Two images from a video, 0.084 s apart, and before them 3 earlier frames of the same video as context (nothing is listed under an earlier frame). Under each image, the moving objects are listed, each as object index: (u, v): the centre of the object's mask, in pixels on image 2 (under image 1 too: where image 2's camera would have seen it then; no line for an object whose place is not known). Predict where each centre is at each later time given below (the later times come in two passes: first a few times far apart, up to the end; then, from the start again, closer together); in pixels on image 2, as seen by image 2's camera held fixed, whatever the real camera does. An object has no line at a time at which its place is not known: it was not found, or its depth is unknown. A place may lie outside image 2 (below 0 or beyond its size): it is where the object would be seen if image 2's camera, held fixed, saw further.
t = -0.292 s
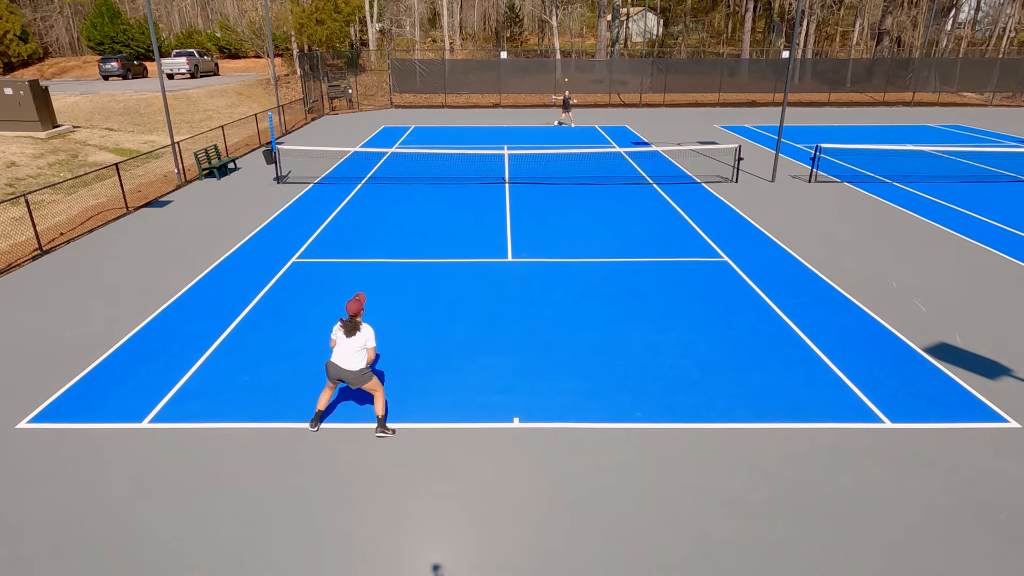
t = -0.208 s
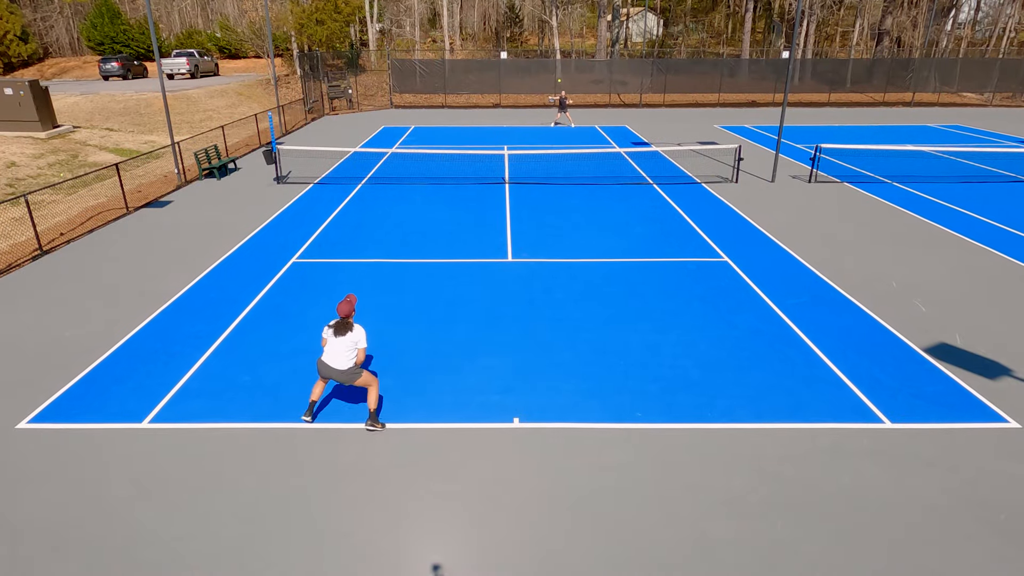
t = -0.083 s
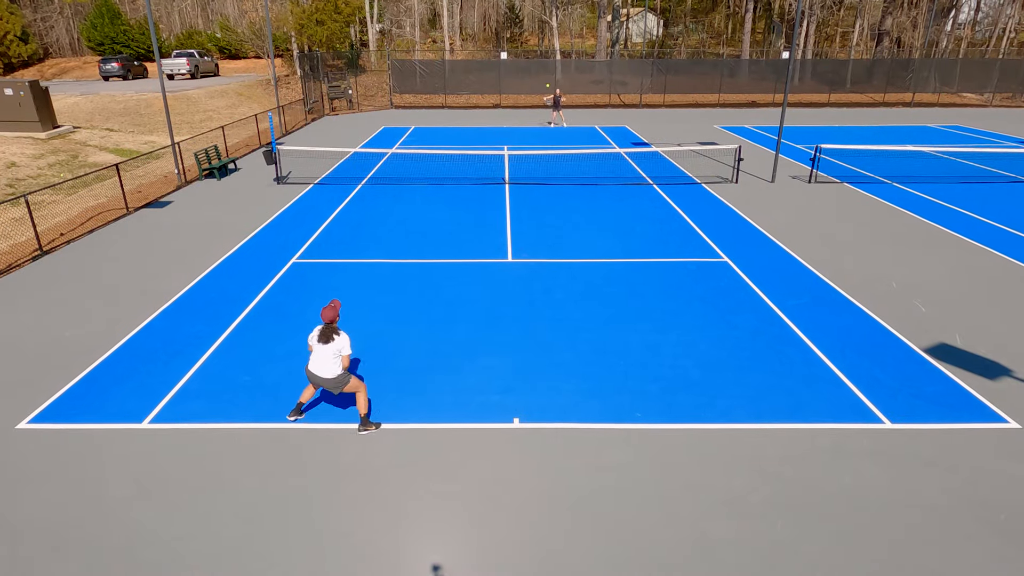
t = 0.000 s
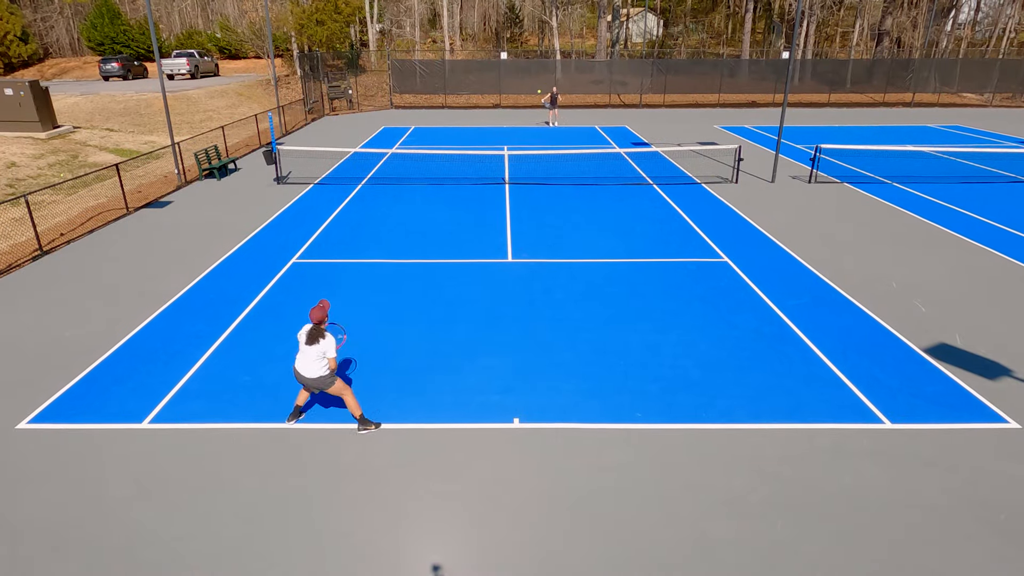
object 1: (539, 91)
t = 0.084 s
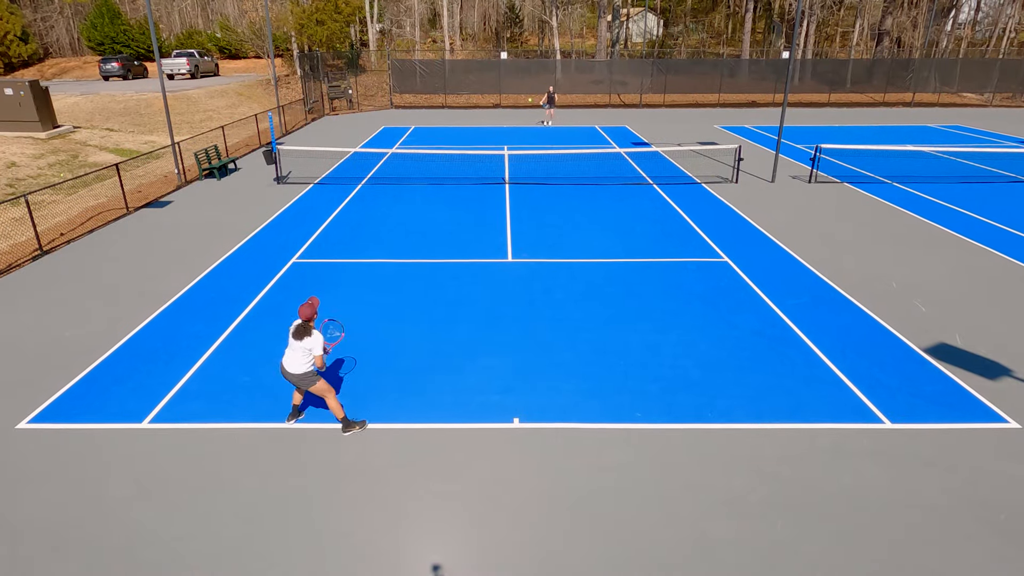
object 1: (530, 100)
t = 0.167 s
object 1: (520, 112)
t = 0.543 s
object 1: (462, 222)
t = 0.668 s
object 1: (437, 288)
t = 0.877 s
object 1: (407, 312)
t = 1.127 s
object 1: (382, 306)
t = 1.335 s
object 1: (359, 340)
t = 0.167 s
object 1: (520, 112)
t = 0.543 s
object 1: (462, 222)
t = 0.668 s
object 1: (437, 288)
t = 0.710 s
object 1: (427, 315)
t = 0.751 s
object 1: (420, 331)
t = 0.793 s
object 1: (416, 323)
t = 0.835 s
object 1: (412, 317)
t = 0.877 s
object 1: (407, 312)
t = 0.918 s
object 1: (403, 308)
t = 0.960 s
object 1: (399, 305)
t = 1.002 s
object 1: (395, 303)
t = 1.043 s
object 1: (390, 303)
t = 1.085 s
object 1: (386, 304)
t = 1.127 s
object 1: (382, 306)
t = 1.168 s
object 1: (377, 310)
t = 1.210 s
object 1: (372, 315)
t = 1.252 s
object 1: (368, 322)
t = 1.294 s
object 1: (363, 330)
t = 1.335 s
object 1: (359, 340)
